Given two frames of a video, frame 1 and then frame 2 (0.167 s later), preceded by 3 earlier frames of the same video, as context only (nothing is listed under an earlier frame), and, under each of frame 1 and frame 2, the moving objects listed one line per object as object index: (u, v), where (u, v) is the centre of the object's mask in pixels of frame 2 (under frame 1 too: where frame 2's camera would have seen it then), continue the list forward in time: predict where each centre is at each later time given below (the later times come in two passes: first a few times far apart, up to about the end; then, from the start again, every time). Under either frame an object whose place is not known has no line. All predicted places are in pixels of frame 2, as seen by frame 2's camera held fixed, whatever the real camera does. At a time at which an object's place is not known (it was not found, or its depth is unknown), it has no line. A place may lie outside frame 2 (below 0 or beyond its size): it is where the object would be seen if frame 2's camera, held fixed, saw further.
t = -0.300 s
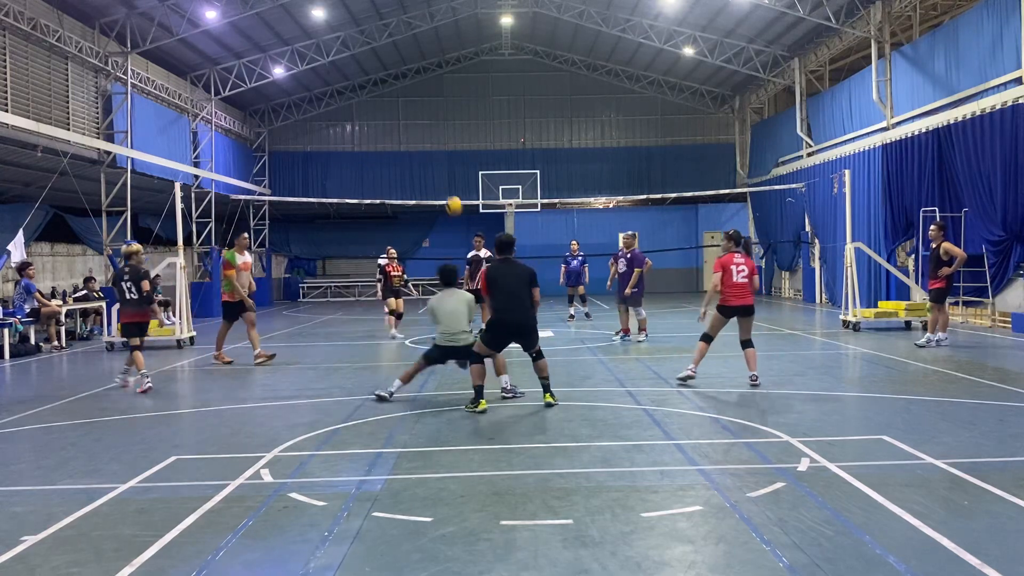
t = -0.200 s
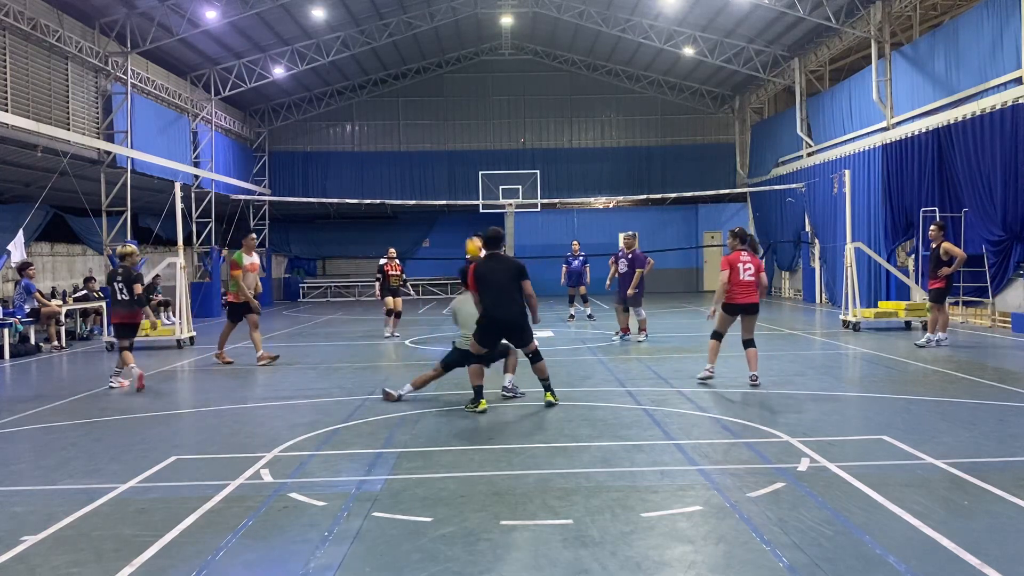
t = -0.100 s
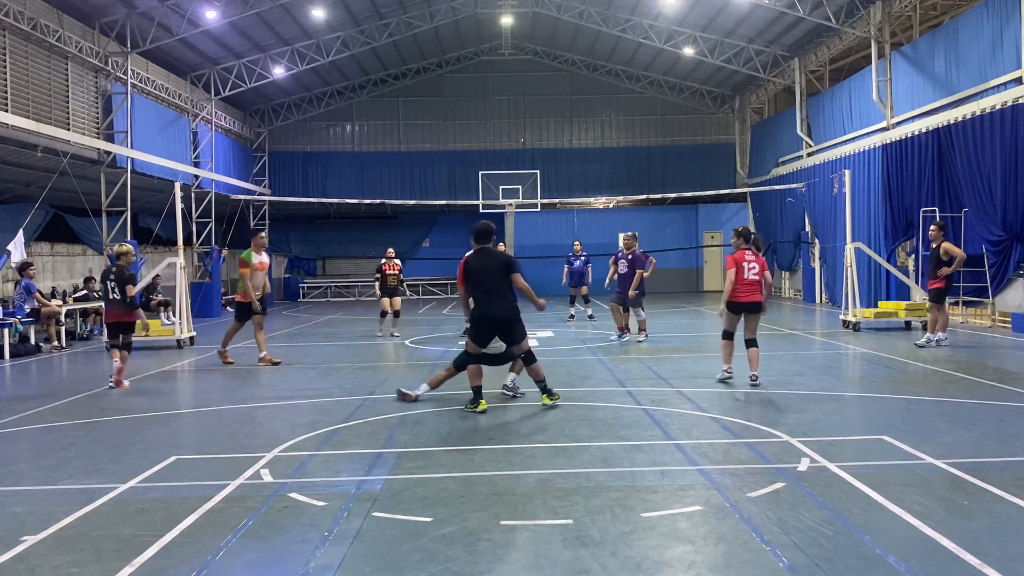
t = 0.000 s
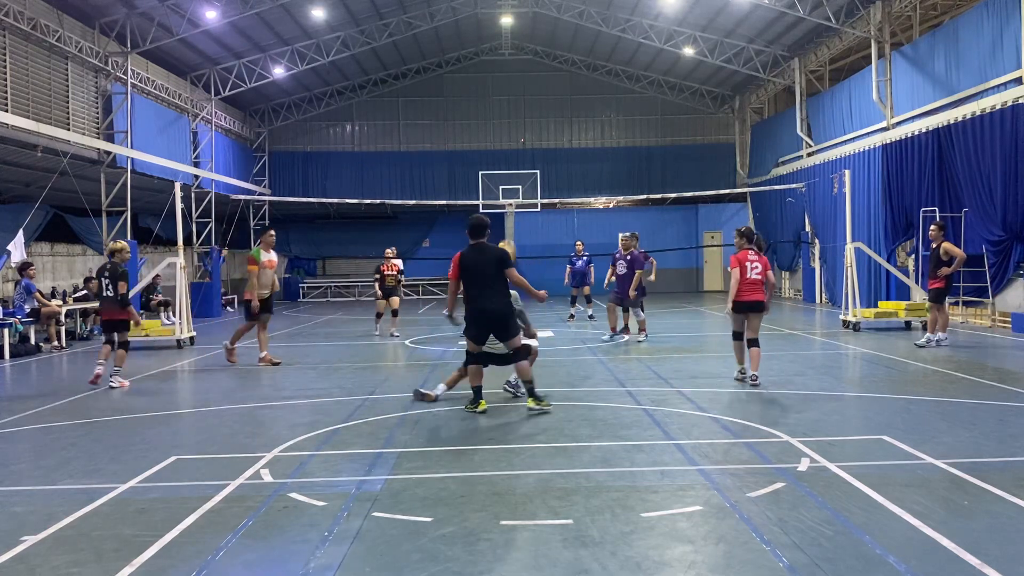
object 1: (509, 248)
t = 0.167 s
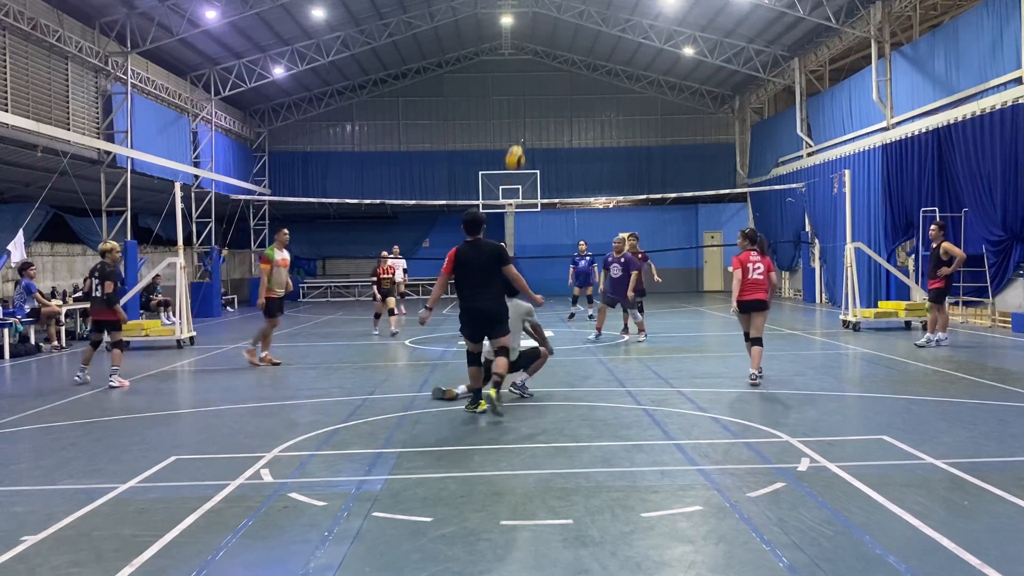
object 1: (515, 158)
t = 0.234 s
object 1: (519, 128)
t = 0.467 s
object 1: (530, 64)
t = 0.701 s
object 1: (540, 52)
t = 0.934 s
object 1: (550, 81)
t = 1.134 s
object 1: (559, 134)
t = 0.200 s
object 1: (517, 143)
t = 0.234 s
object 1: (519, 128)
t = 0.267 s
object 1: (520, 116)
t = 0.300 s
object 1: (522, 105)
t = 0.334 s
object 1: (524, 95)
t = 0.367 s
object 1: (525, 85)
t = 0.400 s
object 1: (527, 78)
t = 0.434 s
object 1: (528, 71)
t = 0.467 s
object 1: (530, 64)
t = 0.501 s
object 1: (531, 61)
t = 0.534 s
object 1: (533, 57)
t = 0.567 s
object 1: (534, 54)
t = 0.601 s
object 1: (536, 52)
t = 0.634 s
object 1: (537, 51)
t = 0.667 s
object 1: (539, 52)
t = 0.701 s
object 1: (540, 52)
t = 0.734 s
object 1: (542, 54)
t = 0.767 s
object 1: (543, 56)
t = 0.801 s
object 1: (545, 60)
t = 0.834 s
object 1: (546, 64)
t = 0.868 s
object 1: (548, 68)
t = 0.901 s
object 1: (549, 75)
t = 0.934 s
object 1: (550, 81)
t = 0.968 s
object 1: (552, 88)
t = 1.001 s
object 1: (553, 96)
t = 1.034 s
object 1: (555, 105)
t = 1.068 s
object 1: (556, 113)
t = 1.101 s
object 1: (558, 123)
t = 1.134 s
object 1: (559, 134)
